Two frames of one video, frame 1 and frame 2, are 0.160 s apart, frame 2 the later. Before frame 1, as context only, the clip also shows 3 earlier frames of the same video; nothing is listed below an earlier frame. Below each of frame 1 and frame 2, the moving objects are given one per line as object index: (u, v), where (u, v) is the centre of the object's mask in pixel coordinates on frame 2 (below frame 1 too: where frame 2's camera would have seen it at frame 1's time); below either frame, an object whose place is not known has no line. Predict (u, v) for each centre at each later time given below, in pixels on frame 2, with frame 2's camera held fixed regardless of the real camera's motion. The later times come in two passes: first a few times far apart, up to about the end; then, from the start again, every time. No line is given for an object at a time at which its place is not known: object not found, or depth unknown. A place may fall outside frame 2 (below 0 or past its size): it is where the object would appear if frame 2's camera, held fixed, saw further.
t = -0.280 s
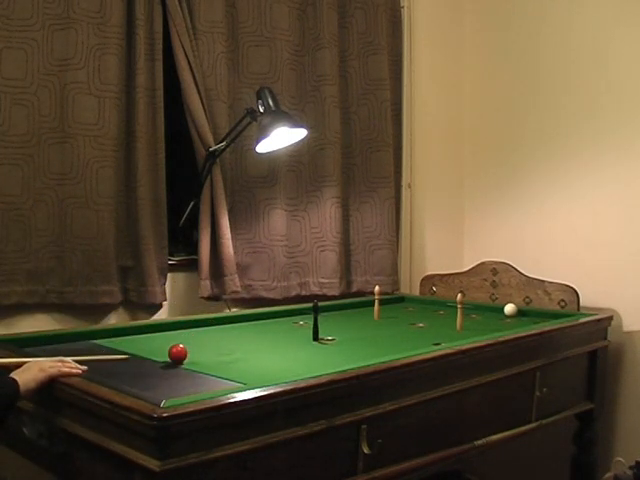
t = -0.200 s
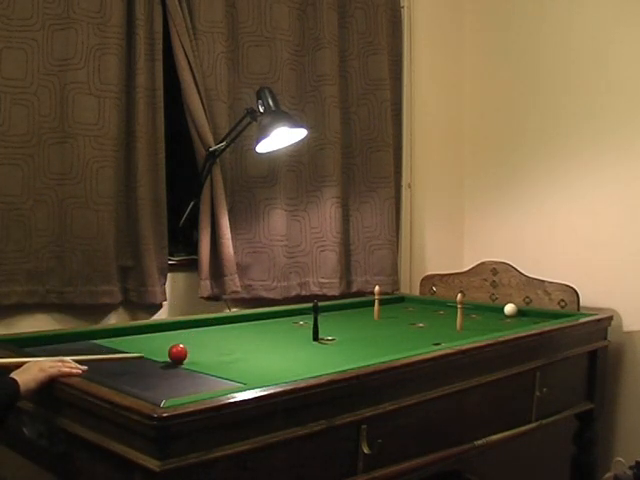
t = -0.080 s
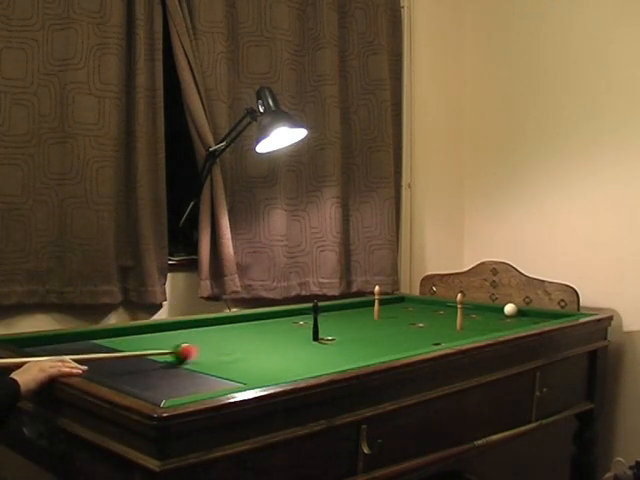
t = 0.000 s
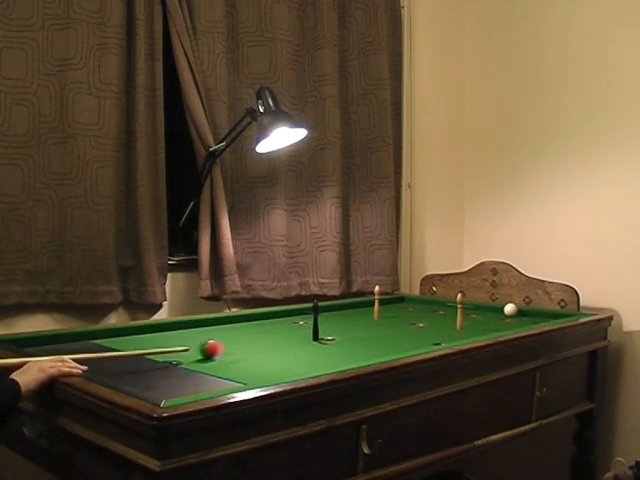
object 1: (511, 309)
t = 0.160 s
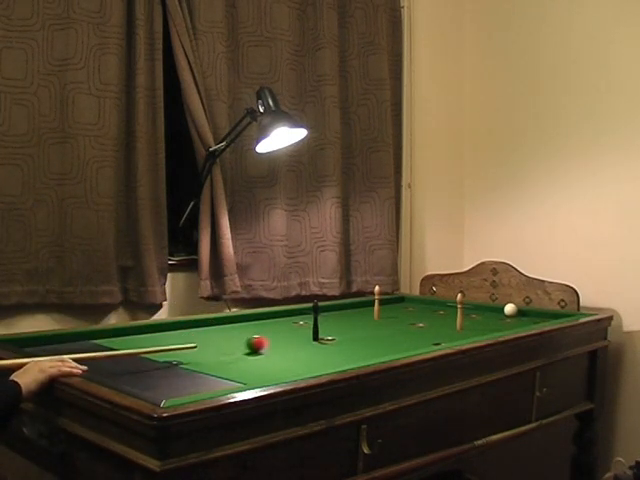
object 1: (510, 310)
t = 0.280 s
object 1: (510, 310)
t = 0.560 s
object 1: (510, 310)
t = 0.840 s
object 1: (510, 310)
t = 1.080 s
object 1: (511, 309)
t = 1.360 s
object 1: (511, 309)
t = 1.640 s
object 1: (514, 310)
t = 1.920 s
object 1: (521, 312)
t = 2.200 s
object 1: (527, 313)
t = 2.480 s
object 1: (532, 315)
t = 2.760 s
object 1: (541, 319)
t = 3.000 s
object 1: (541, 319)
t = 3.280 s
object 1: (542, 320)
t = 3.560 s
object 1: (540, 320)
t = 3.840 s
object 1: (540, 320)
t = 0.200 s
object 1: (510, 310)
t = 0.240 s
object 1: (510, 310)
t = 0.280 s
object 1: (510, 310)
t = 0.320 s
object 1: (511, 310)
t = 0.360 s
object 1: (511, 309)
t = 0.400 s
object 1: (511, 309)
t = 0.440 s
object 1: (511, 309)
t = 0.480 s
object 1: (511, 309)
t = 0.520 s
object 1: (511, 309)
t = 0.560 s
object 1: (510, 310)
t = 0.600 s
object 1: (510, 310)
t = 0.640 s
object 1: (511, 309)
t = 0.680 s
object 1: (511, 309)
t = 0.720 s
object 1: (511, 309)
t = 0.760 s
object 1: (511, 309)
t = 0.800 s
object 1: (511, 309)
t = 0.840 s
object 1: (510, 310)
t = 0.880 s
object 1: (511, 309)
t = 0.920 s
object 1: (510, 309)
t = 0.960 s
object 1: (510, 309)
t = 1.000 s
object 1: (510, 309)
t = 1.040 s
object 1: (510, 309)
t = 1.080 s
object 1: (511, 309)
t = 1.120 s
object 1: (511, 309)
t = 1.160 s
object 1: (511, 309)
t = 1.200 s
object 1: (510, 310)
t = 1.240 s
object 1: (511, 309)
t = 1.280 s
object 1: (510, 310)
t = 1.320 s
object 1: (510, 310)
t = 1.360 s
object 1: (511, 309)
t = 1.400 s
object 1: (511, 309)
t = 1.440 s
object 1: (510, 310)
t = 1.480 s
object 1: (510, 309)
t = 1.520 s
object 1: (512, 309)
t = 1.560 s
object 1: (514, 309)
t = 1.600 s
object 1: (513, 309)
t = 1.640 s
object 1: (514, 310)
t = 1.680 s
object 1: (515, 310)
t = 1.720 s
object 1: (516, 311)
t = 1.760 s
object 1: (517, 311)
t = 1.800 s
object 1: (518, 311)
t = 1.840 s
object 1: (519, 312)
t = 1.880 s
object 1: (520, 312)
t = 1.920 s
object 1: (521, 312)
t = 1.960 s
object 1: (522, 312)
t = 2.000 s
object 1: (523, 312)
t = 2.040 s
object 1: (524, 313)
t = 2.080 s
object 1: (525, 313)
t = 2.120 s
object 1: (525, 313)
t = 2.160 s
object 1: (526, 313)
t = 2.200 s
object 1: (527, 313)
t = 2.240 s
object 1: (528, 313)
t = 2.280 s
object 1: (528, 314)
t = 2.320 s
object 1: (529, 314)
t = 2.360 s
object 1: (530, 315)
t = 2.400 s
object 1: (531, 315)
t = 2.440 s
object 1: (531, 315)
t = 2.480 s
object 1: (532, 315)
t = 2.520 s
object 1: (533, 315)
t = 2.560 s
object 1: (534, 316)
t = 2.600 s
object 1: (536, 317)
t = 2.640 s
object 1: (540, 319)
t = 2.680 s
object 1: (541, 320)
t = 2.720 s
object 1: (539, 319)
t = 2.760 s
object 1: (541, 319)
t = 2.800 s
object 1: (541, 320)
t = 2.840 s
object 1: (541, 320)
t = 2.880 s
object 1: (543, 319)
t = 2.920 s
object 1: (541, 320)
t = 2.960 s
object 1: (541, 320)
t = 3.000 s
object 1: (541, 319)
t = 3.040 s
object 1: (540, 319)
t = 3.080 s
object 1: (541, 320)
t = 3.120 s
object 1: (540, 320)
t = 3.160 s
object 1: (540, 320)
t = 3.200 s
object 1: (541, 320)
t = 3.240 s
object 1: (541, 320)
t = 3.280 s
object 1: (542, 320)
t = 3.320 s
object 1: (540, 320)
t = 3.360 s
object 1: (541, 320)
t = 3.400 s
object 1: (540, 320)
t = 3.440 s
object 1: (541, 320)
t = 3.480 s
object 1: (540, 320)
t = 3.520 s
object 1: (542, 320)
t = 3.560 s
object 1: (540, 320)
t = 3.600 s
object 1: (541, 320)
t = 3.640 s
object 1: (540, 320)
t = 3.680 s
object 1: (540, 320)
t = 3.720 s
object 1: (541, 320)
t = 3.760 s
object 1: (540, 320)
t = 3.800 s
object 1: (541, 320)
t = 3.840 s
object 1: (540, 320)
